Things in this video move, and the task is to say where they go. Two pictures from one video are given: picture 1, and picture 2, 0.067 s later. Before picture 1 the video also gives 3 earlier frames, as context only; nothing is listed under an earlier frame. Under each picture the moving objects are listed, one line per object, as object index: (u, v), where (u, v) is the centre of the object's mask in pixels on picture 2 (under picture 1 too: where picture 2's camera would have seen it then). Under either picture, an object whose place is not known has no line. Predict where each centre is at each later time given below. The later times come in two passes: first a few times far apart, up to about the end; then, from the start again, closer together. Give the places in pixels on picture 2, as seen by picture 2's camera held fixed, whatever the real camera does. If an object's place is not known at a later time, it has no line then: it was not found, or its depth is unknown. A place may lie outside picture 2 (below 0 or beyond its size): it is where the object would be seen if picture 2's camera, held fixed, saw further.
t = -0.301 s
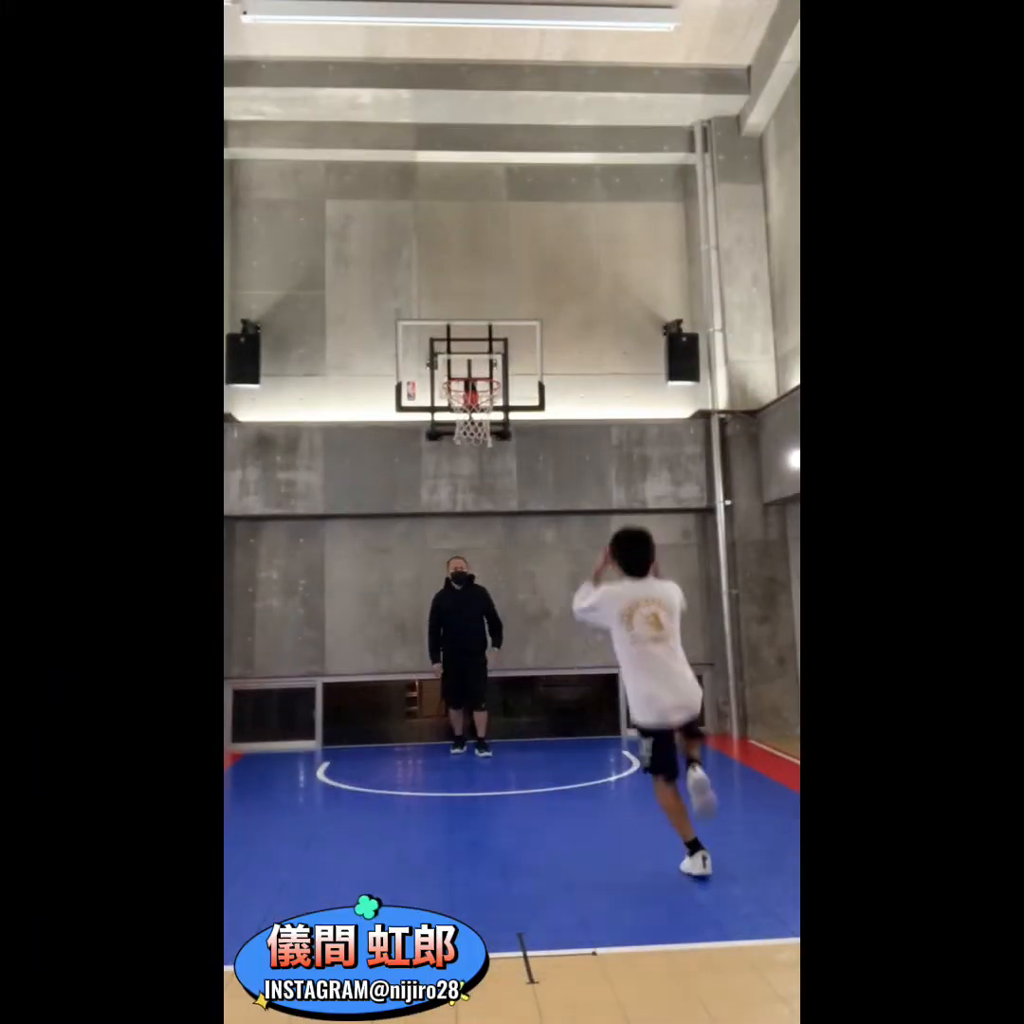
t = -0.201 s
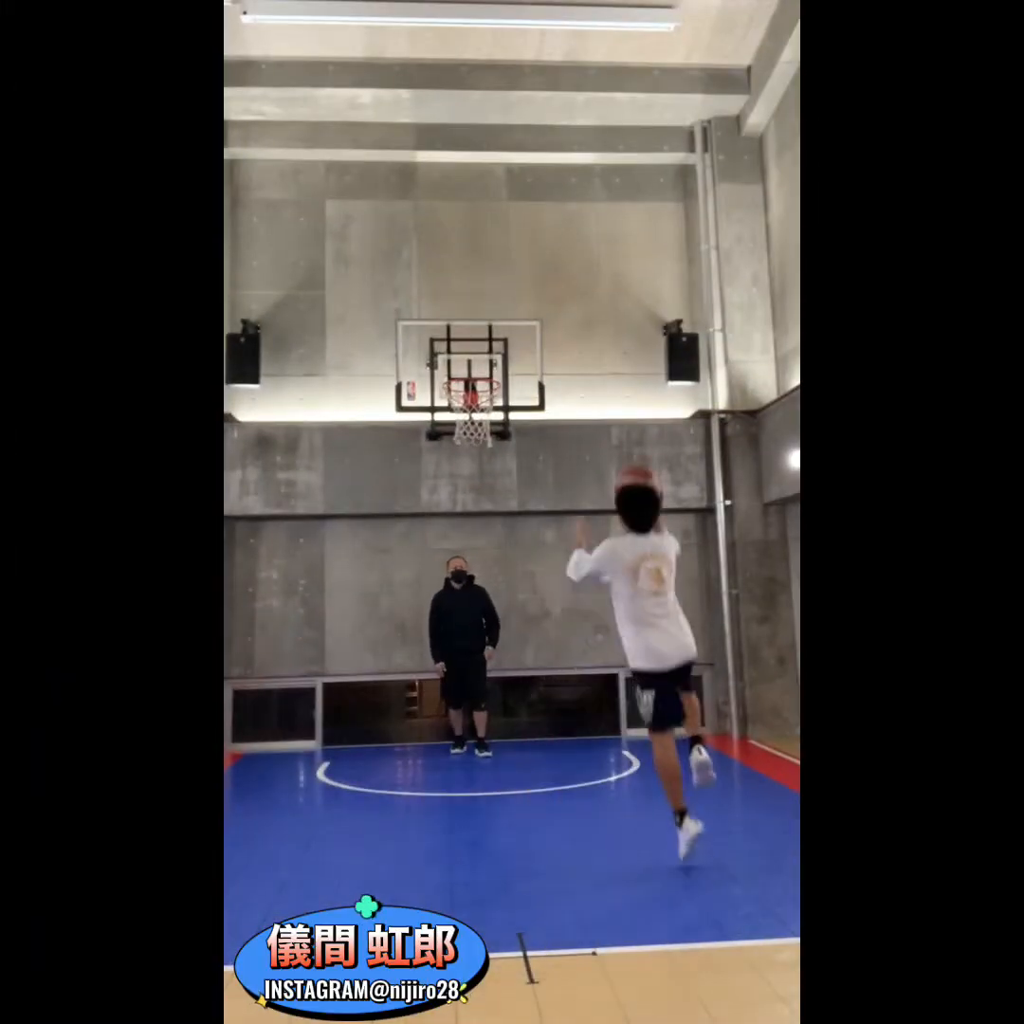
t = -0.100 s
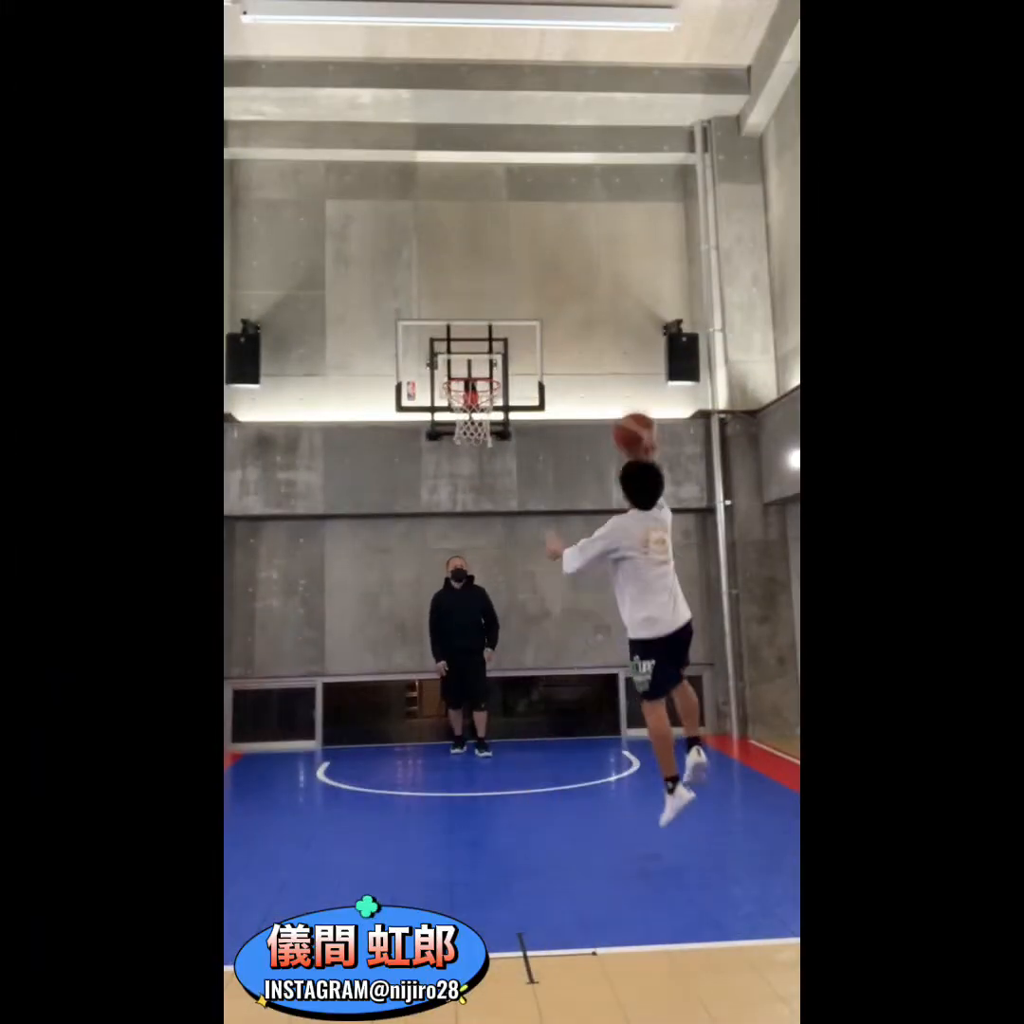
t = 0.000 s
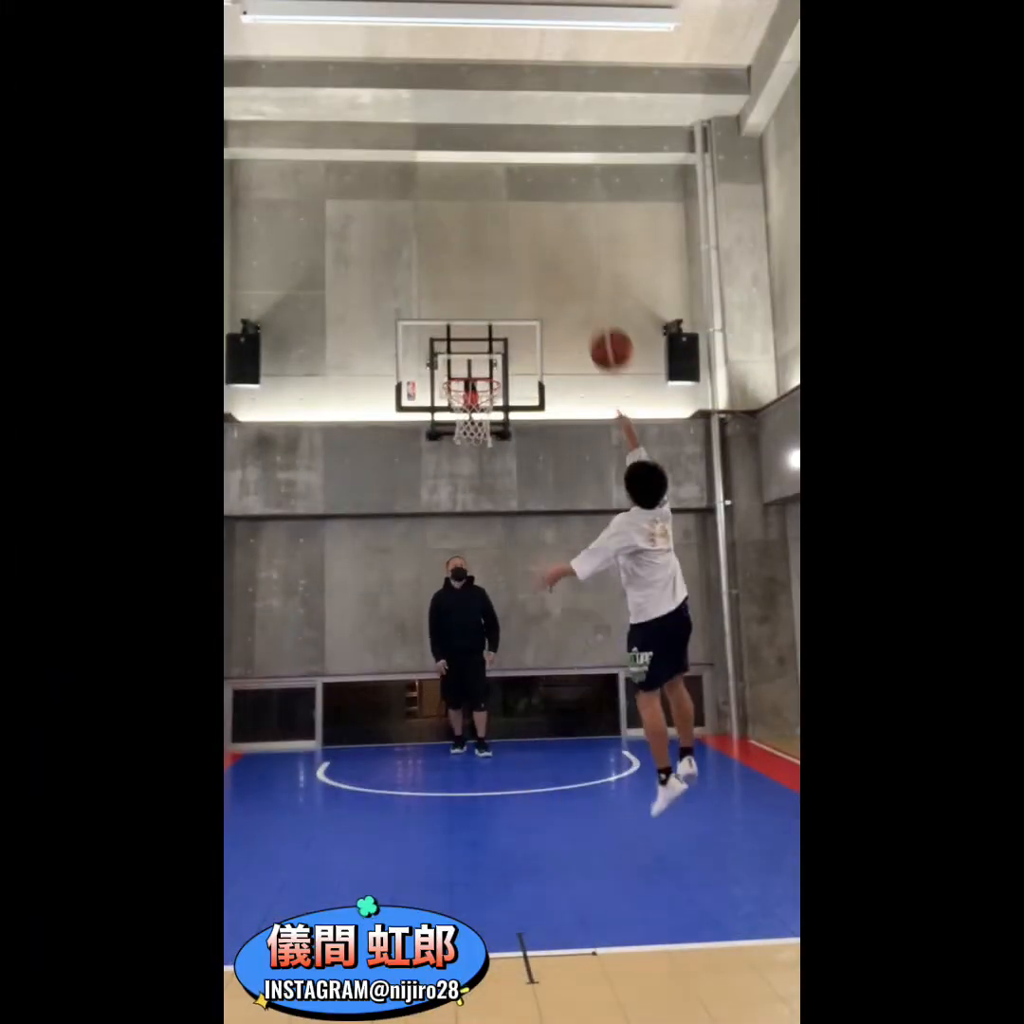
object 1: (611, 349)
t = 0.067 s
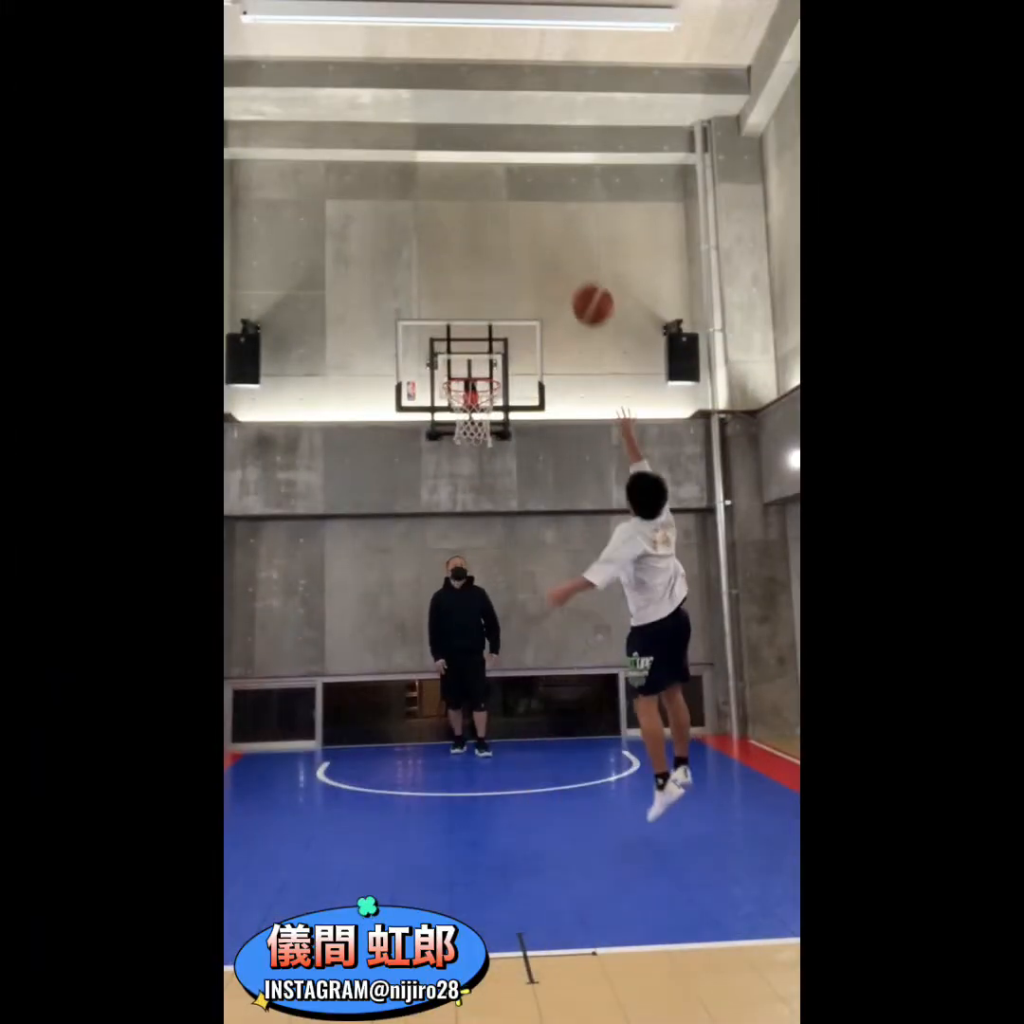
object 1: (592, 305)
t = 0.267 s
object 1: (547, 228)
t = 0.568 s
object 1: (495, 238)
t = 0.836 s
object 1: (462, 332)
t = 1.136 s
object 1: (492, 402)
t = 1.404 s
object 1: (472, 406)
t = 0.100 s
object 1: (583, 287)
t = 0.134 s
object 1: (575, 269)
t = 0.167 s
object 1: (569, 256)
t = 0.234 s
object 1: (553, 234)
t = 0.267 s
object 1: (547, 228)
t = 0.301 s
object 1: (540, 223)
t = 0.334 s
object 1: (534, 219)
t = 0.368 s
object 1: (528, 217)
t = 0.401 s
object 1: (522, 216)
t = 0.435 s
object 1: (517, 218)
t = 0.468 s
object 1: (510, 220)
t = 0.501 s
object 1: (505, 224)
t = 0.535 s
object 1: (500, 230)
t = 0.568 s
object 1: (495, 238)
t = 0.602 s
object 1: (490, 246)
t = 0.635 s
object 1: (486, 254)
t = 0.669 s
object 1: (481, 263)
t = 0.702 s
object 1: (478, 275)
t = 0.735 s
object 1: (474, 288)
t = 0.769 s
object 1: (469, 303)
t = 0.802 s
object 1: (466, 317)
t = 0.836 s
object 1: (462, 332)
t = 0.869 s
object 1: (457, 348)
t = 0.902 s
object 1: (455, 367)
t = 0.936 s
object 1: (455, 376)
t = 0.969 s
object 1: (459, 384)
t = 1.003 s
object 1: (468, 392)
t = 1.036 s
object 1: (478, 394)
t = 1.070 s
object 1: (480, 396)
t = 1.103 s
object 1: (487, 399)
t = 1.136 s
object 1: (492, 402)
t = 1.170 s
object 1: (493, 403)
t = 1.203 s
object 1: (493, 403)
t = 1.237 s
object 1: (492, 401)
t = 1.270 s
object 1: (489, 402)
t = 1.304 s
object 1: (484, 403)
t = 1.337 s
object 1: (481, 404)
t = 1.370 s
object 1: (476, 404)
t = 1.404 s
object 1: (472, 406)
